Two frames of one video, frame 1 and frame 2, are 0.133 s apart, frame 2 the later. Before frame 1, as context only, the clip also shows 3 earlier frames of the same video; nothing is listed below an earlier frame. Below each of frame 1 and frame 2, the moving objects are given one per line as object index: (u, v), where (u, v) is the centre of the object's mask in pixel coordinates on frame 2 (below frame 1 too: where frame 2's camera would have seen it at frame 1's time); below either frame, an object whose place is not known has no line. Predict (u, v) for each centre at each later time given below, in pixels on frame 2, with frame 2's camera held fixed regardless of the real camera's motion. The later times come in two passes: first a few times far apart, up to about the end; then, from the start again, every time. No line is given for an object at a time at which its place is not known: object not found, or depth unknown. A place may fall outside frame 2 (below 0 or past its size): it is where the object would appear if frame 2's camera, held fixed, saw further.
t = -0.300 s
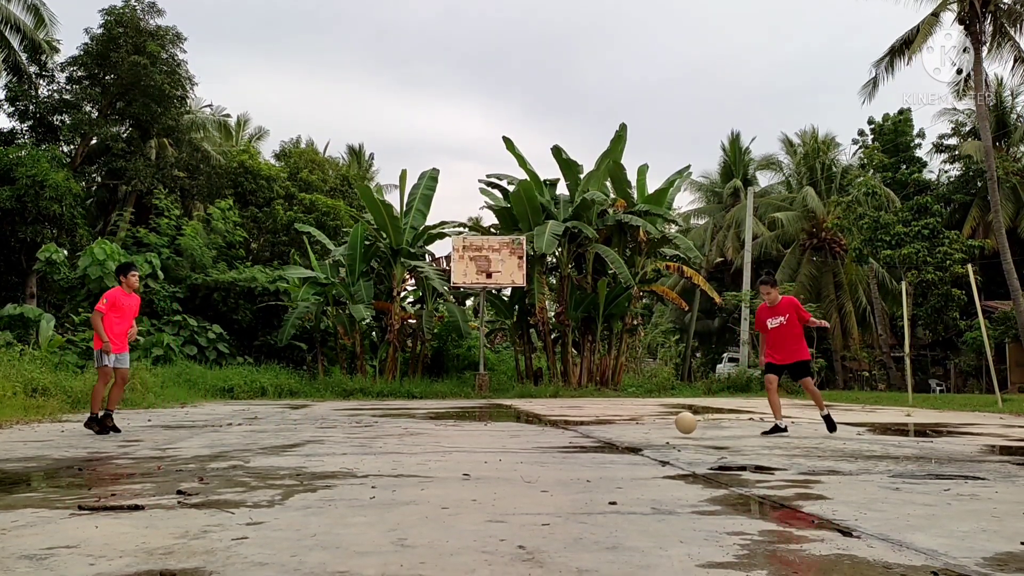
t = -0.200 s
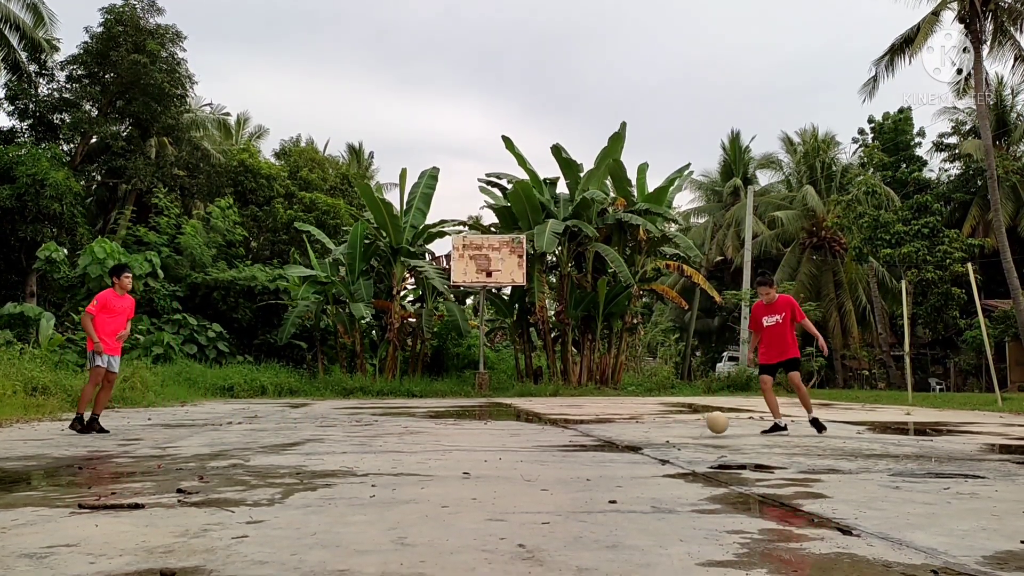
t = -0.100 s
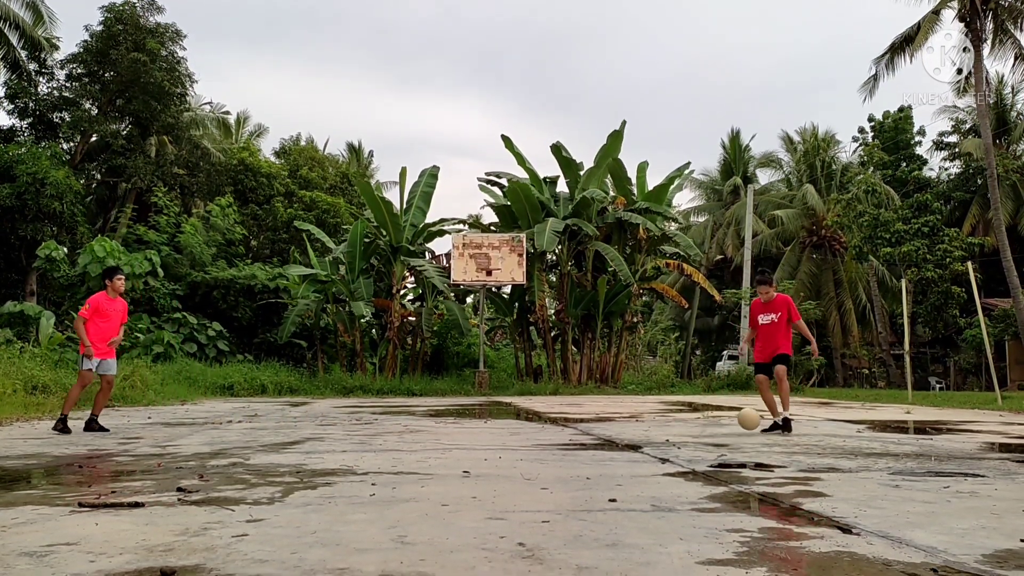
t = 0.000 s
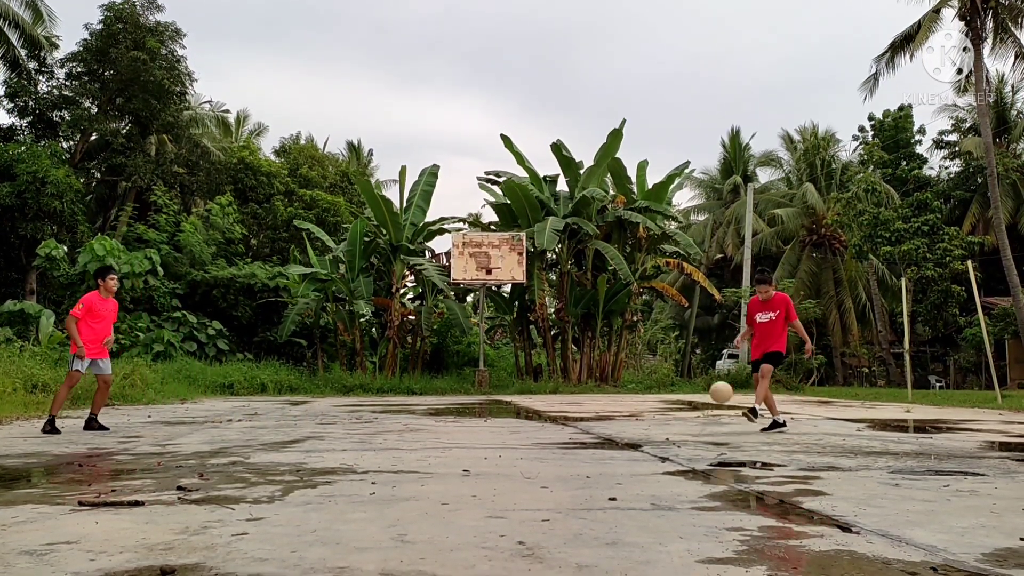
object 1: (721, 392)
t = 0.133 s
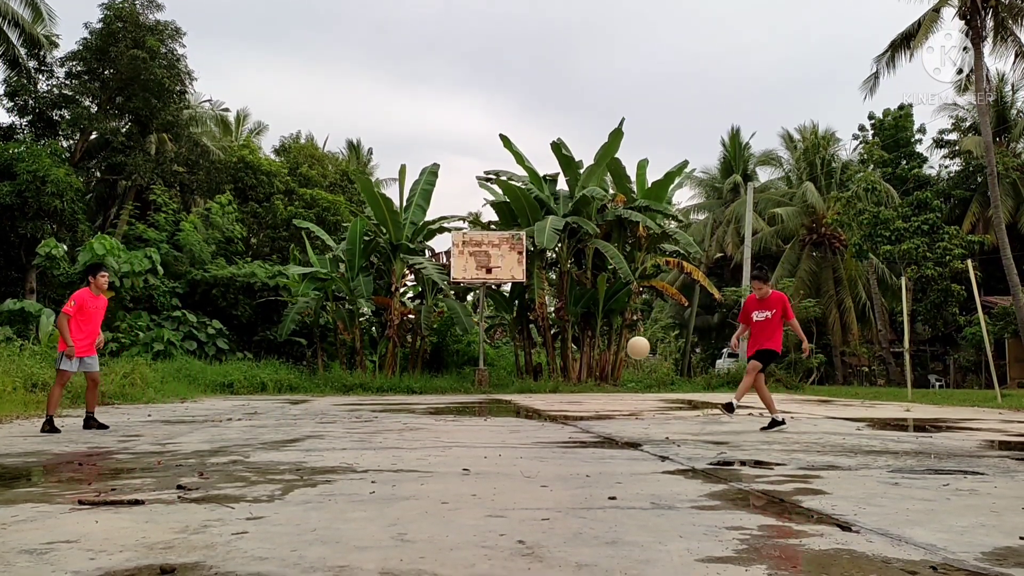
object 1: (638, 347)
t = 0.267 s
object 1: (555, 323)
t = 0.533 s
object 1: (385, 335)
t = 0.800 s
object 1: (210, 430)
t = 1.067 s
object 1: (124, 372)
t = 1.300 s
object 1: (44, 392)
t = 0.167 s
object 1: (618, 339)
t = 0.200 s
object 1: (597, 333)
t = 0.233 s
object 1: (576, 327)
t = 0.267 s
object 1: (555, 323)
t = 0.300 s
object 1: (535, 320)
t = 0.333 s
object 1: (514, 318)
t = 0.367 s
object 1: (493, 318)
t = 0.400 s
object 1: (472, 319)
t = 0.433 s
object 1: (450, 321)
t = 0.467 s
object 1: (429, 325)
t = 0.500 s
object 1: (407, 329)
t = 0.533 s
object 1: (385, 335)
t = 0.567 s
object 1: (364, 342)
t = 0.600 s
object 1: (342, 351)
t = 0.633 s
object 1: (320, 361)
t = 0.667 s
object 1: (298, 372)
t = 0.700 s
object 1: (276, 385)
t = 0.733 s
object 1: (253, 400)
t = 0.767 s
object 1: (230, 416)
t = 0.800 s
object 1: (210, 430)
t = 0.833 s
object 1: (199, 418)
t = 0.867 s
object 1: (189, 407)
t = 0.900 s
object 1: (178, 398)
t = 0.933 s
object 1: (167, 390)
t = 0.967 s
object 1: (157, 384)
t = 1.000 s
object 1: (146, 379)
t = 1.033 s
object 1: (136, 374)
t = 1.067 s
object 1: (124, 372)
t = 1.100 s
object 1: (113, 370)
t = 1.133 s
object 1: (102, 370)
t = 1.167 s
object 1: (90, 372)
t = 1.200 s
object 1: (79, 375)
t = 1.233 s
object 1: (67, 379)
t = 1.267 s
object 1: (56, 385)
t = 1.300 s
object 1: (44, 392)
